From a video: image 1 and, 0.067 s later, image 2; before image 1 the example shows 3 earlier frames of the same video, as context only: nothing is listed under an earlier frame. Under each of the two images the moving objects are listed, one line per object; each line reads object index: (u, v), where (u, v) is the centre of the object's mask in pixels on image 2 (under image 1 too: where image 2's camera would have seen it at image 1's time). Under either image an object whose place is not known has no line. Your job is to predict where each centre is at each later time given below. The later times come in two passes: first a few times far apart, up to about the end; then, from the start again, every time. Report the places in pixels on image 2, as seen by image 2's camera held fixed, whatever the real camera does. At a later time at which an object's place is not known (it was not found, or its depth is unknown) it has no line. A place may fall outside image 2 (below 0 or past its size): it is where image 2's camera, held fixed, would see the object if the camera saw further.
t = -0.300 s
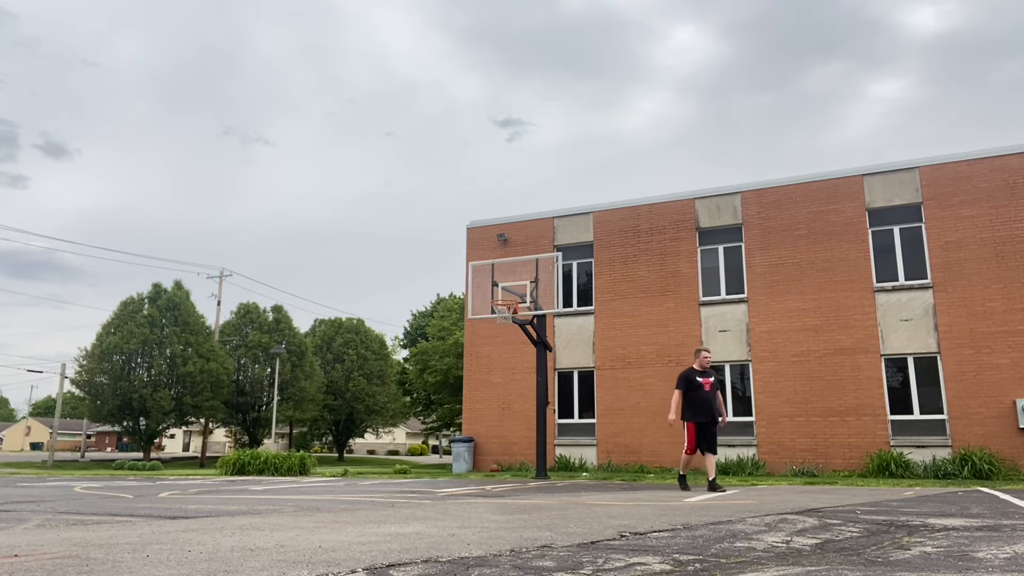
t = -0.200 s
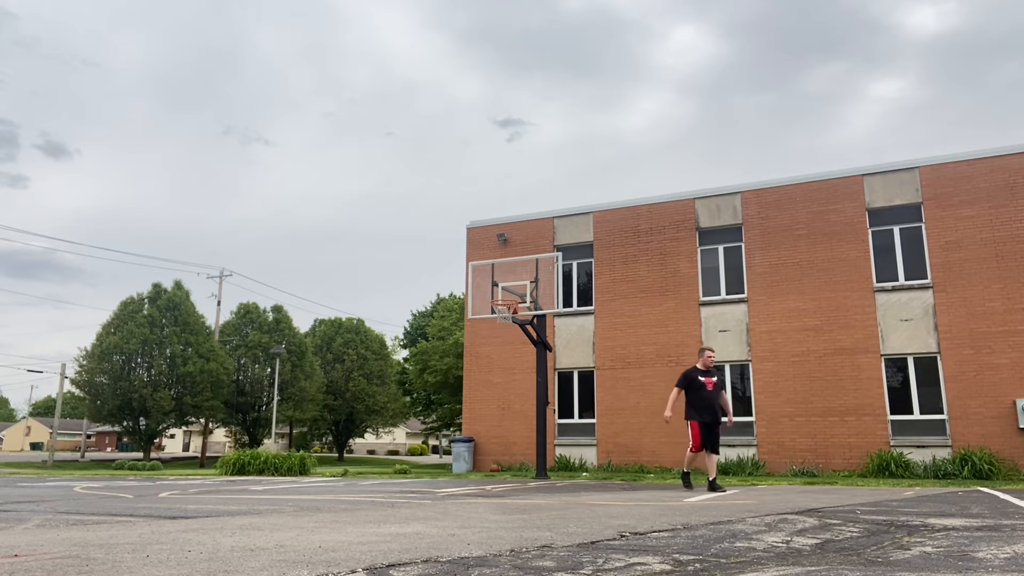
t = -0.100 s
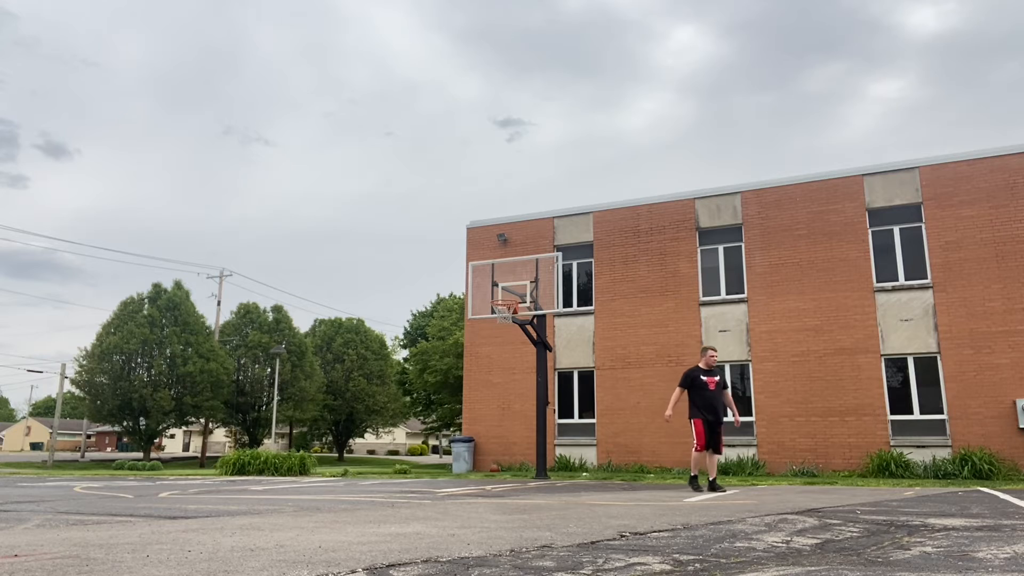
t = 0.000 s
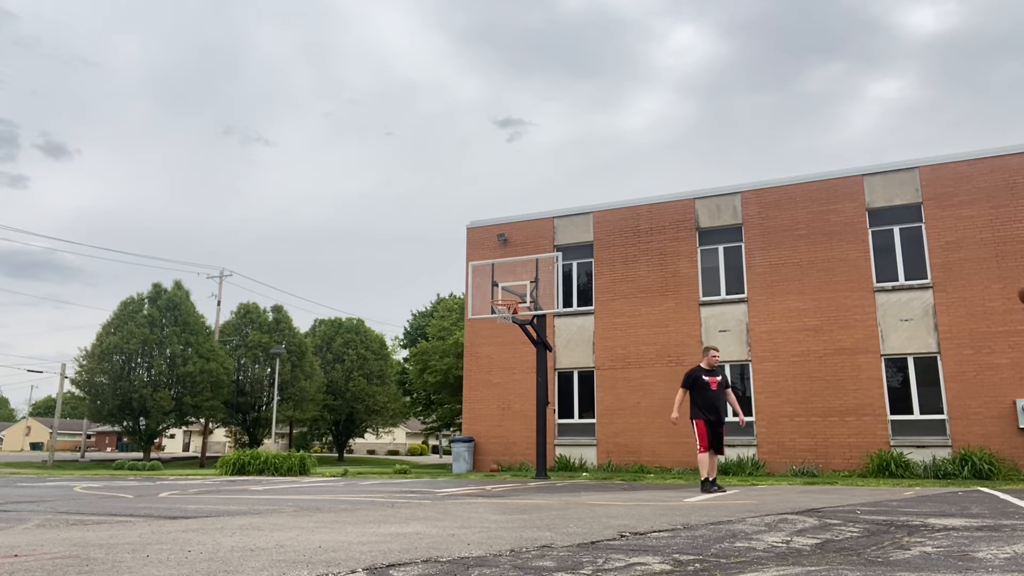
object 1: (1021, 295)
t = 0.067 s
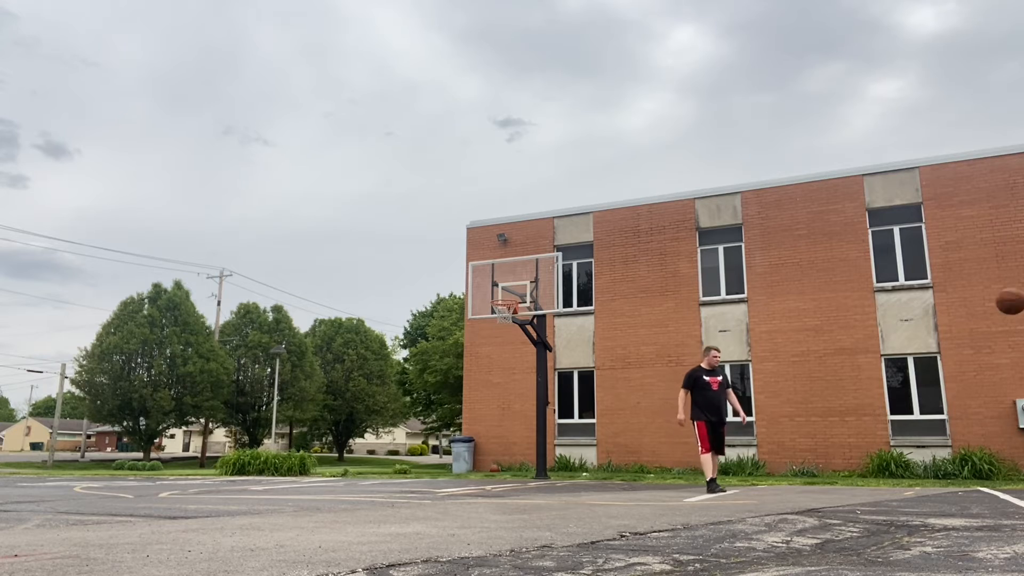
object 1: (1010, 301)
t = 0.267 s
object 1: (950, 350)
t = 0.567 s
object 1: (877, 488)
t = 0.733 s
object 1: (837, 424)
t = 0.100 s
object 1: (1000, 307)
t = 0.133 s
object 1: (989, 313)
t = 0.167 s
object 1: (979, 321)
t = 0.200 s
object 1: (969, 330)
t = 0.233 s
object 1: (959, 339)
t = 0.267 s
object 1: (950, 350)
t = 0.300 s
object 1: (940, 361)
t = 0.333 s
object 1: (931, 373)
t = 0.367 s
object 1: (923, 387)
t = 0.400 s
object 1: (914, 401)
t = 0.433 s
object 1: (907, 417)
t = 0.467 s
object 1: (899, 433)
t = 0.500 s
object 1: (891, 451)
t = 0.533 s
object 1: (884, 469)
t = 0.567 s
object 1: (877, 488)
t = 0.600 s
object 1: (868, 477)
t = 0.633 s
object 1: (860, 462)
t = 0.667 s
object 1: (852, 448)
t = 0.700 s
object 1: (845, 435)
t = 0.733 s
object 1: (837, 424)
